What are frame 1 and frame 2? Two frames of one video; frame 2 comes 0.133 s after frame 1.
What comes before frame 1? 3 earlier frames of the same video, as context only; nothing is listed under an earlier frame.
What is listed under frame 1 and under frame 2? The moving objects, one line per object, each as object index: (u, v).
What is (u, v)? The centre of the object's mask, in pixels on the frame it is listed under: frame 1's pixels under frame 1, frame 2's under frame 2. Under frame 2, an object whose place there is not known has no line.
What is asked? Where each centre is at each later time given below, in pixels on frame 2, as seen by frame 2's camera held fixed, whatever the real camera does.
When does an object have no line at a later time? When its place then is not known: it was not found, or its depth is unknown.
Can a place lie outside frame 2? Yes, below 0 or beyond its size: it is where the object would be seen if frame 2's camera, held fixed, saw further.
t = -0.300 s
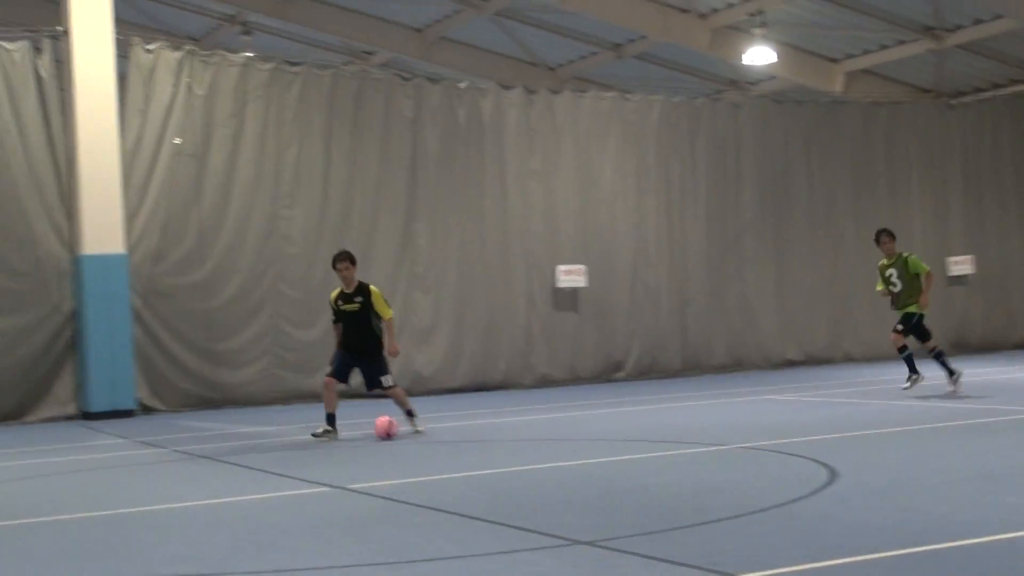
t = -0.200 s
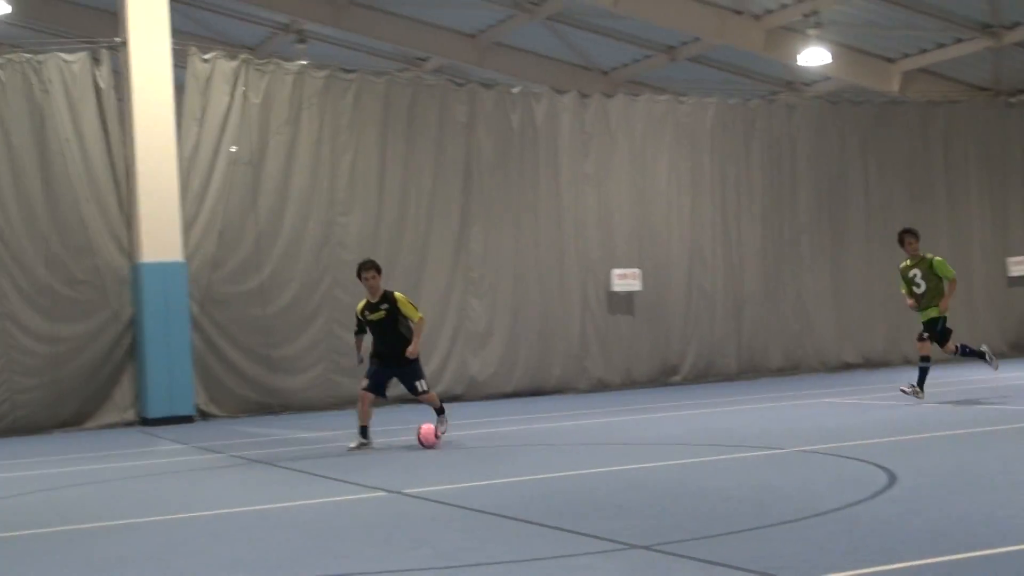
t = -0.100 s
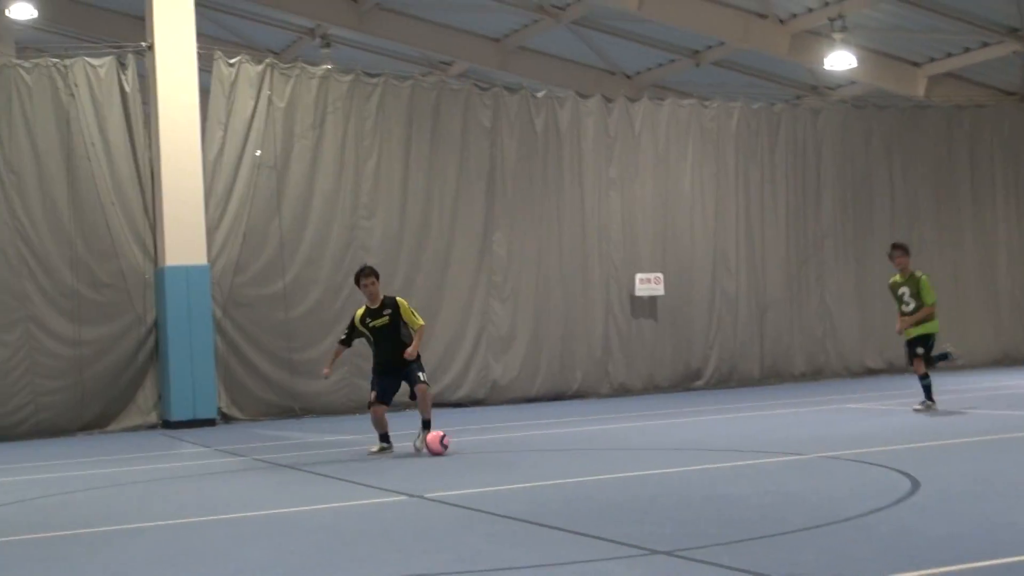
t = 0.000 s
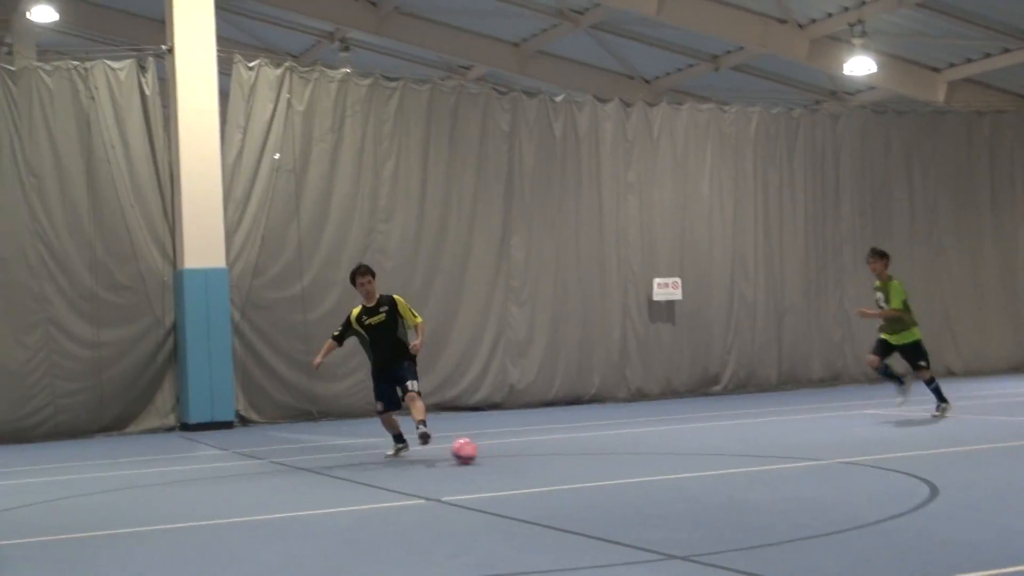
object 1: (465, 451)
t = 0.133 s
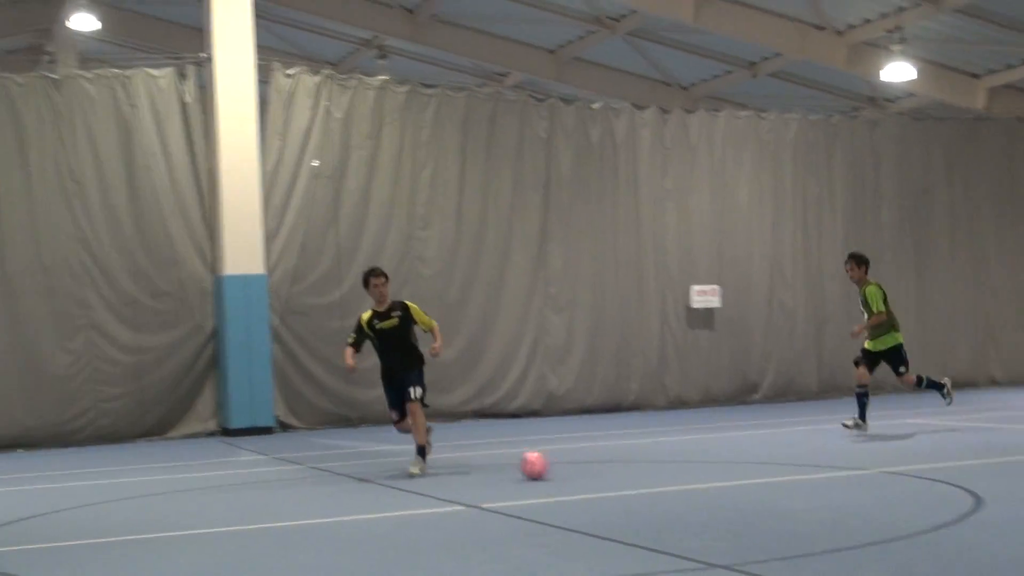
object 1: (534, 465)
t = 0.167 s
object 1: (542, 468)
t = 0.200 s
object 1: (548, 469)
